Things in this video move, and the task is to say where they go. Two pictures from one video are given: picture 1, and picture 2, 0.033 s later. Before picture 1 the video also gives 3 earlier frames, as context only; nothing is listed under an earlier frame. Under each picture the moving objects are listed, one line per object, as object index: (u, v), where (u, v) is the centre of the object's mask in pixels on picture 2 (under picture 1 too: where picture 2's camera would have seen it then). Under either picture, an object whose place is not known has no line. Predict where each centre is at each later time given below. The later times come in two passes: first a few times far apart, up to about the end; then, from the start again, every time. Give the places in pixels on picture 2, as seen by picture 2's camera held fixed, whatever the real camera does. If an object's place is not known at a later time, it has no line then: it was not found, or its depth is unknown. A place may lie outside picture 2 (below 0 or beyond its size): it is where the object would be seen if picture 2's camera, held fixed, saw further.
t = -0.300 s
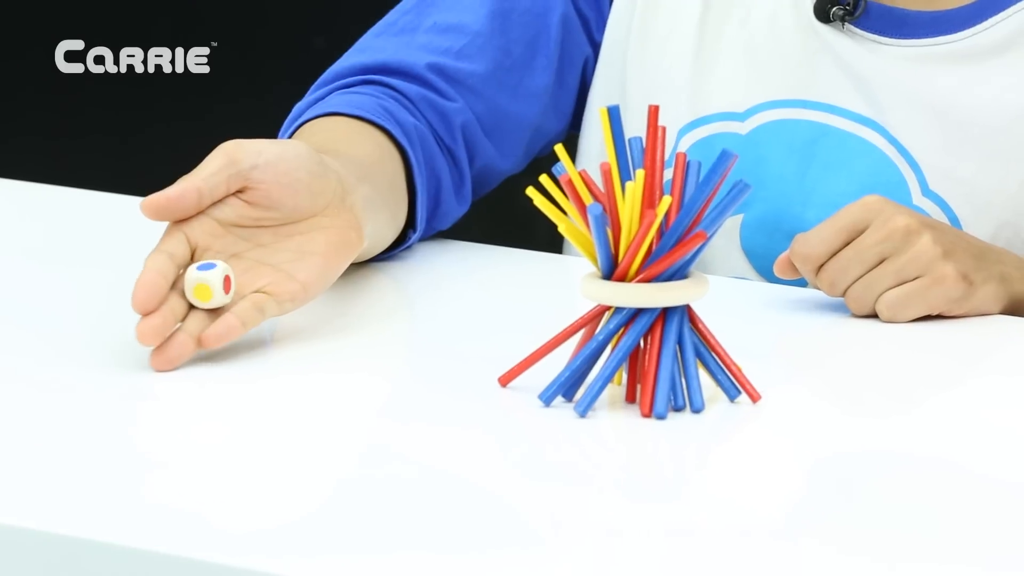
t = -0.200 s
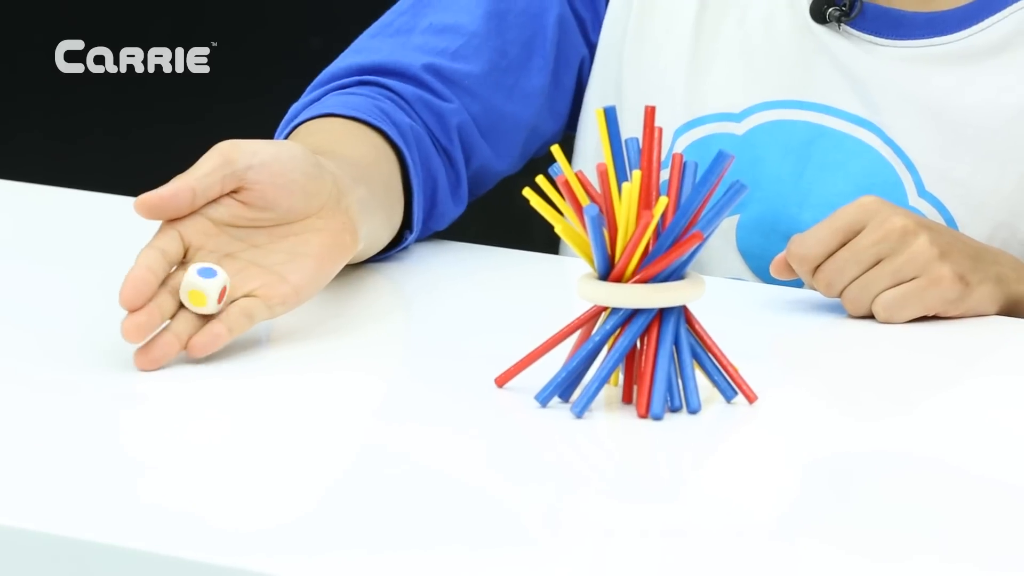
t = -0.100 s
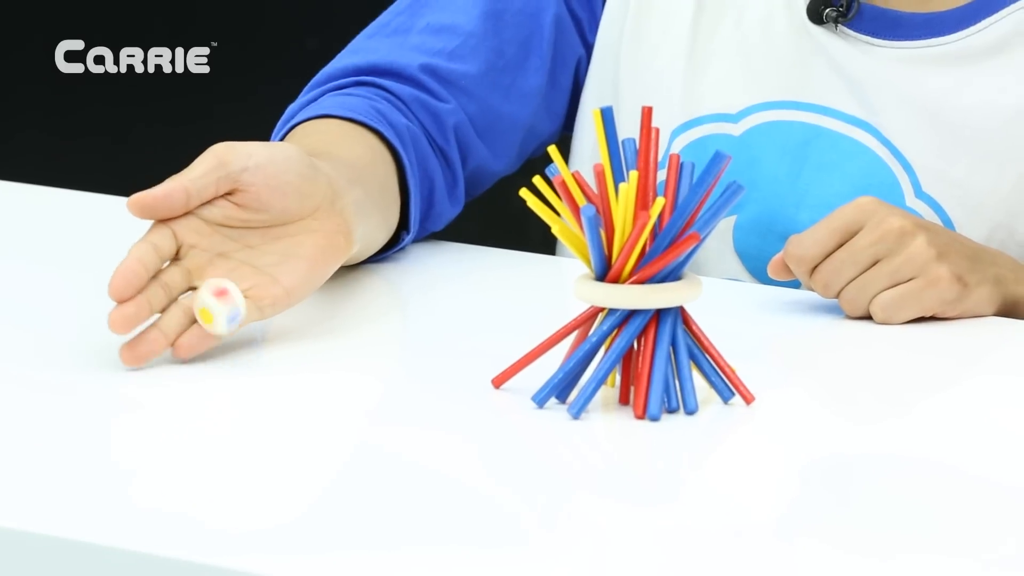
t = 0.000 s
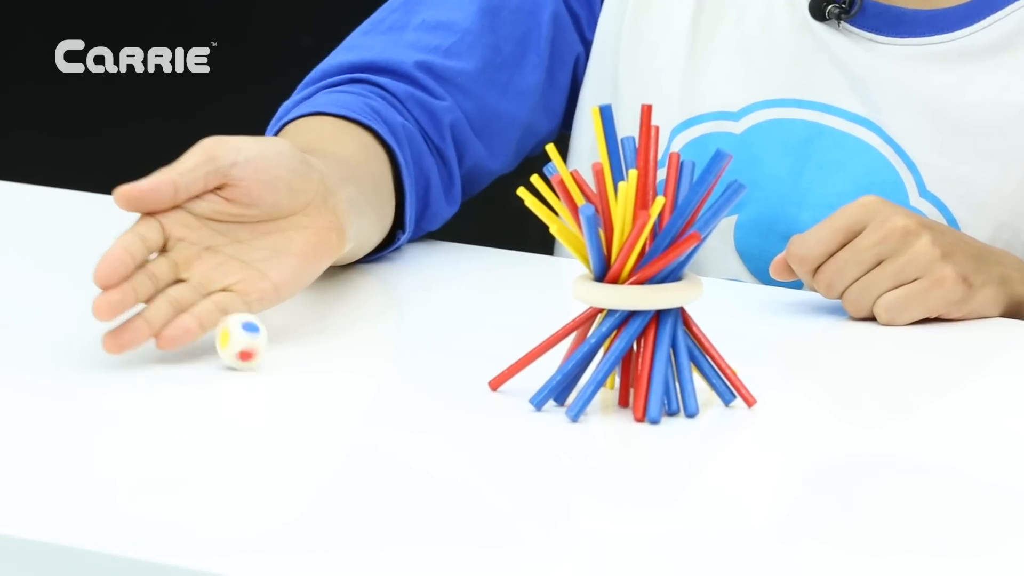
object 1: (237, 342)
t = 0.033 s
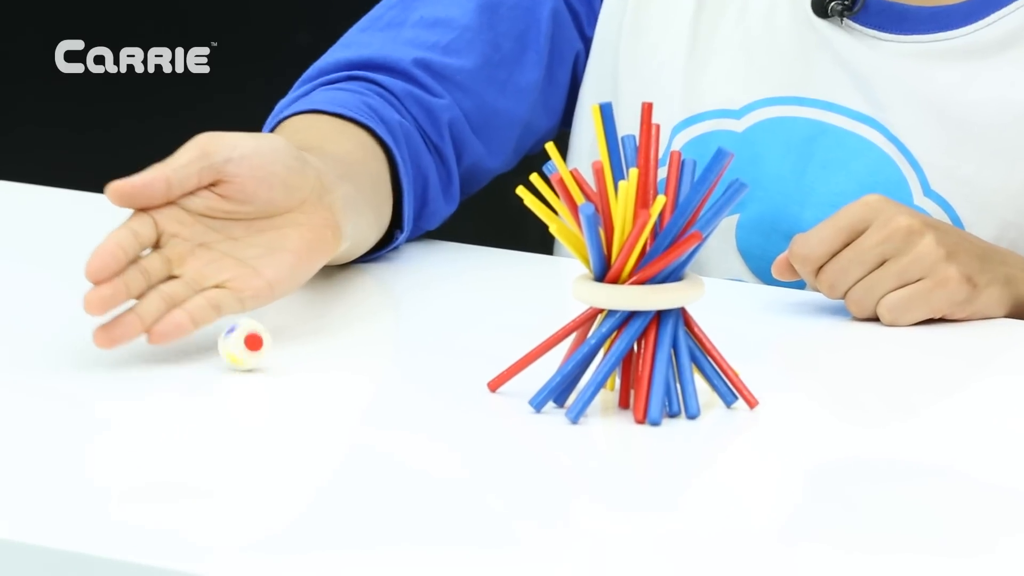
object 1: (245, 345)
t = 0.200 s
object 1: (264, 352)
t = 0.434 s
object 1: (294, 360)
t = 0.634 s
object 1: (299, 365)
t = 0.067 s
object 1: (249, 346)
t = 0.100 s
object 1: (252, 349)
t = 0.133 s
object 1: (254, 347)
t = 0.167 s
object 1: (259, 350)
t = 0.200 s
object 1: (264, 352)
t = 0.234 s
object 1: (268, 353)
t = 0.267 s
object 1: (272, 354)
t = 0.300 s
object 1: (277, 356)
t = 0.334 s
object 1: (282, 355)
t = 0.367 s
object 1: (285, 359)
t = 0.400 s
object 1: (288, 357)
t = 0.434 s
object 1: (294, 360)
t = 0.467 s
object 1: (296, 359)
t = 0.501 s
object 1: (299, 362)
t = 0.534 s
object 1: (300, 361)
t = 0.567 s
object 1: (300, 363)
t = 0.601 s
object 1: (301, 363)
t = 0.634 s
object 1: (299, 365)
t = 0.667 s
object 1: (299, 364)
